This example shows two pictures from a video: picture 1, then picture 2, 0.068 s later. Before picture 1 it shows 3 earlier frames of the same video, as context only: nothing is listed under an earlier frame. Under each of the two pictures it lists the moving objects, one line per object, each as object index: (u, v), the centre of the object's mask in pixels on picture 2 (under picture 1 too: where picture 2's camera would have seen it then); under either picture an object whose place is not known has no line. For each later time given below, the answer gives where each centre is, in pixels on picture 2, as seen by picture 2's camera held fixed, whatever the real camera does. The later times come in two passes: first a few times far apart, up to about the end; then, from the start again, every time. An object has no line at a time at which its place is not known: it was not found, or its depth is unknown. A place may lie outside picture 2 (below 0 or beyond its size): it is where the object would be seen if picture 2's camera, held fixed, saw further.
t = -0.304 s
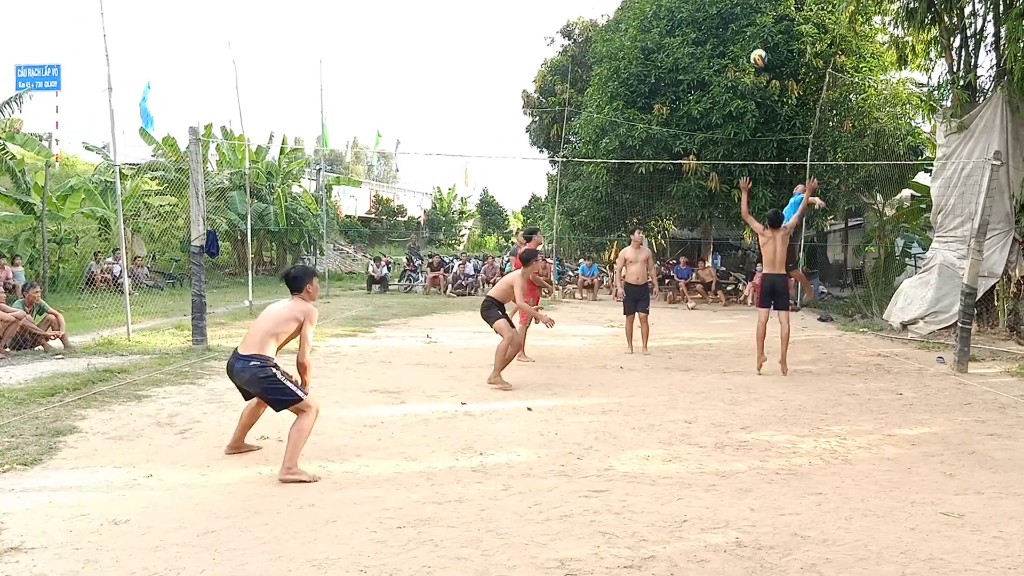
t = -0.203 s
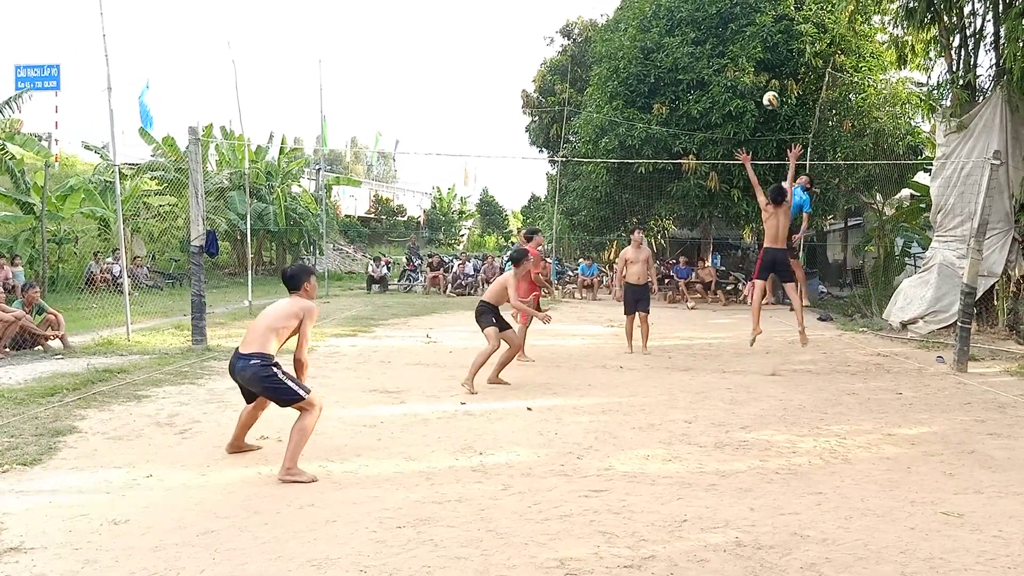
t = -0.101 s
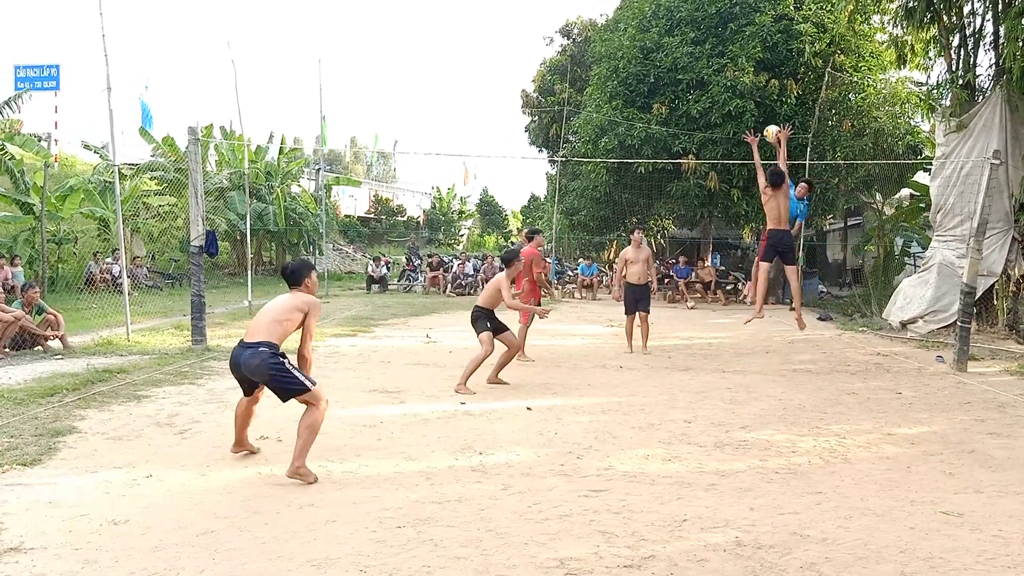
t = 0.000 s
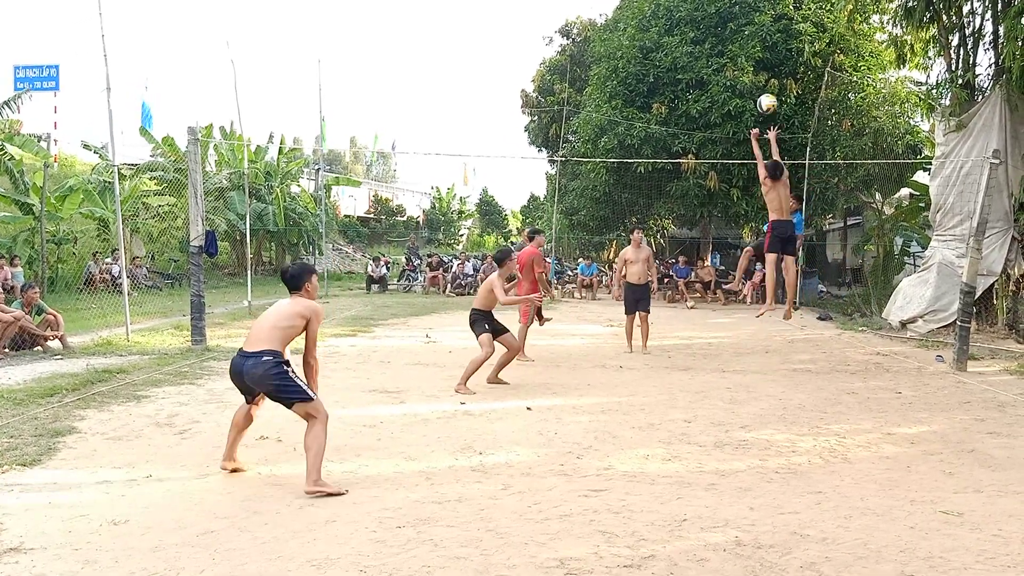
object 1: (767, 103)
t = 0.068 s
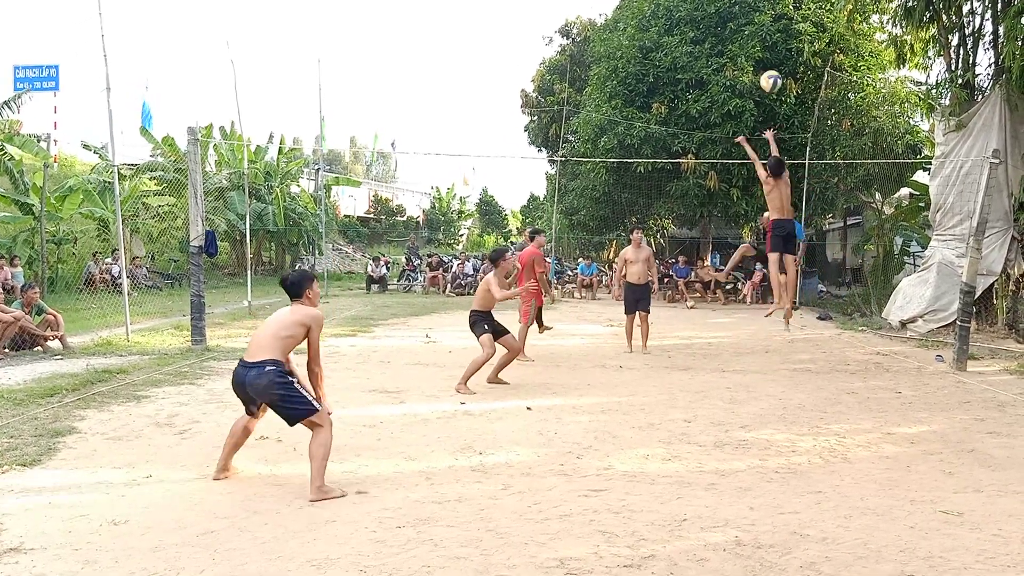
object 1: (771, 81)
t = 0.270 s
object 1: (785, 25)
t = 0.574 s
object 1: (817, 54)
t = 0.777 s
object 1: (880, 482)
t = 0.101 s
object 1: (773, 69)
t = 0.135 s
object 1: (775, 59)
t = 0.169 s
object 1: (777, 50)
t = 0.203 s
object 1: (780, 41)
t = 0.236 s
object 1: (782, 32)
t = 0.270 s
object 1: (785, 25)
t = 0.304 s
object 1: (787, 20)
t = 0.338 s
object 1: (790, 17)
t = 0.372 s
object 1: (793, 17)
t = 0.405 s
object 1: (796, 17)
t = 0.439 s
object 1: (799, 19)
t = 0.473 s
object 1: (803, 23)
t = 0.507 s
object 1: (807, 29)
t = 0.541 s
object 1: (812, 38)
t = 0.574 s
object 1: (817, 54)
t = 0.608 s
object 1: (822, 80)
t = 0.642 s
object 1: (828, 116)
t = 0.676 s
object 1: (838, 163)
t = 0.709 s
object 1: (848, 233)
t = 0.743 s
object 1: (861, 331)
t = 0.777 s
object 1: (880, 482)
